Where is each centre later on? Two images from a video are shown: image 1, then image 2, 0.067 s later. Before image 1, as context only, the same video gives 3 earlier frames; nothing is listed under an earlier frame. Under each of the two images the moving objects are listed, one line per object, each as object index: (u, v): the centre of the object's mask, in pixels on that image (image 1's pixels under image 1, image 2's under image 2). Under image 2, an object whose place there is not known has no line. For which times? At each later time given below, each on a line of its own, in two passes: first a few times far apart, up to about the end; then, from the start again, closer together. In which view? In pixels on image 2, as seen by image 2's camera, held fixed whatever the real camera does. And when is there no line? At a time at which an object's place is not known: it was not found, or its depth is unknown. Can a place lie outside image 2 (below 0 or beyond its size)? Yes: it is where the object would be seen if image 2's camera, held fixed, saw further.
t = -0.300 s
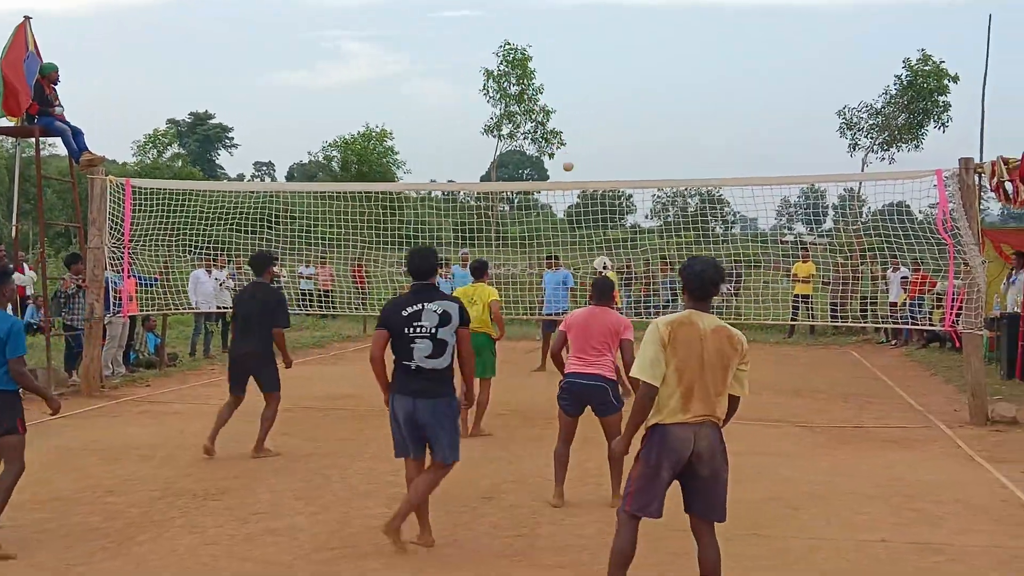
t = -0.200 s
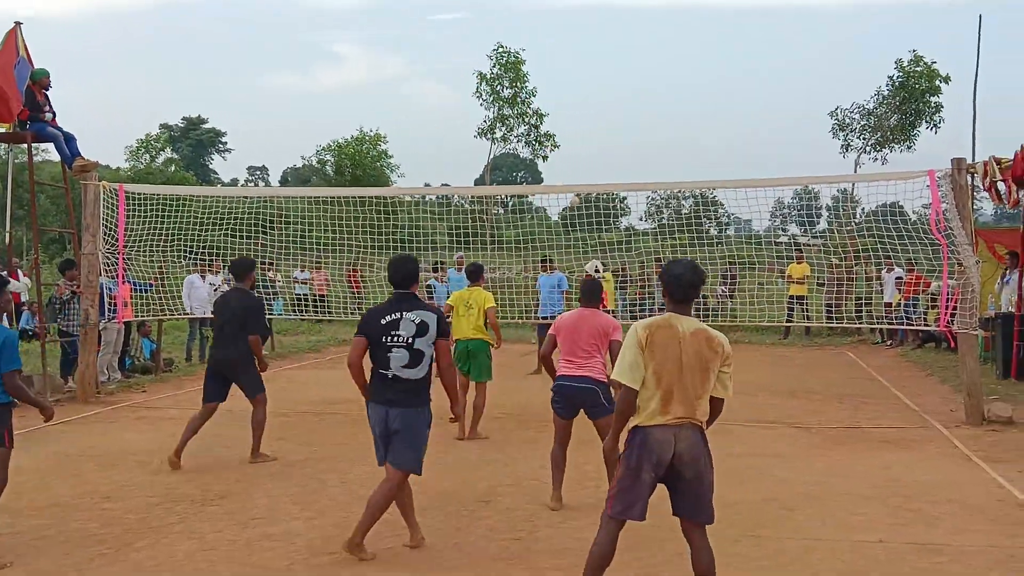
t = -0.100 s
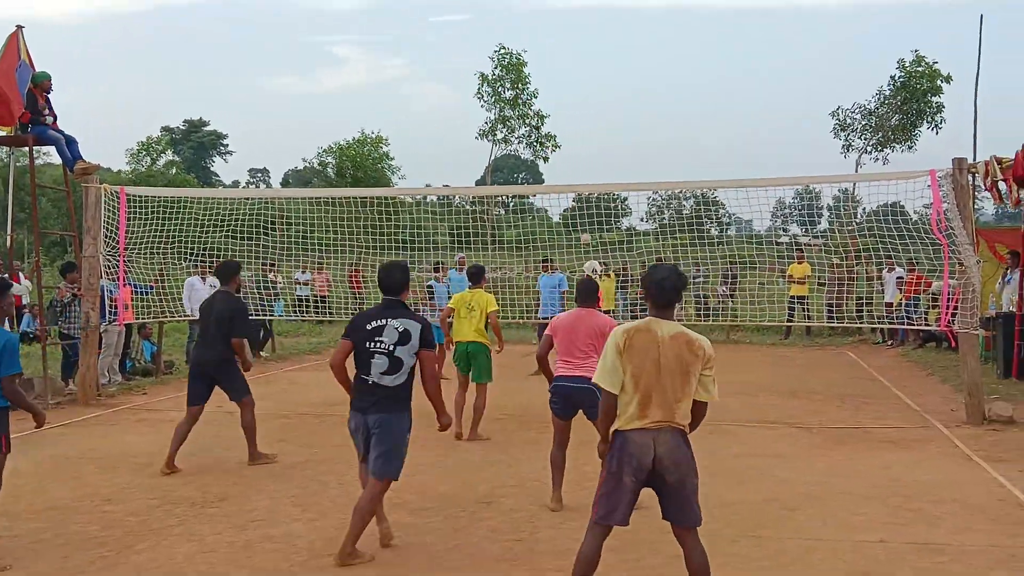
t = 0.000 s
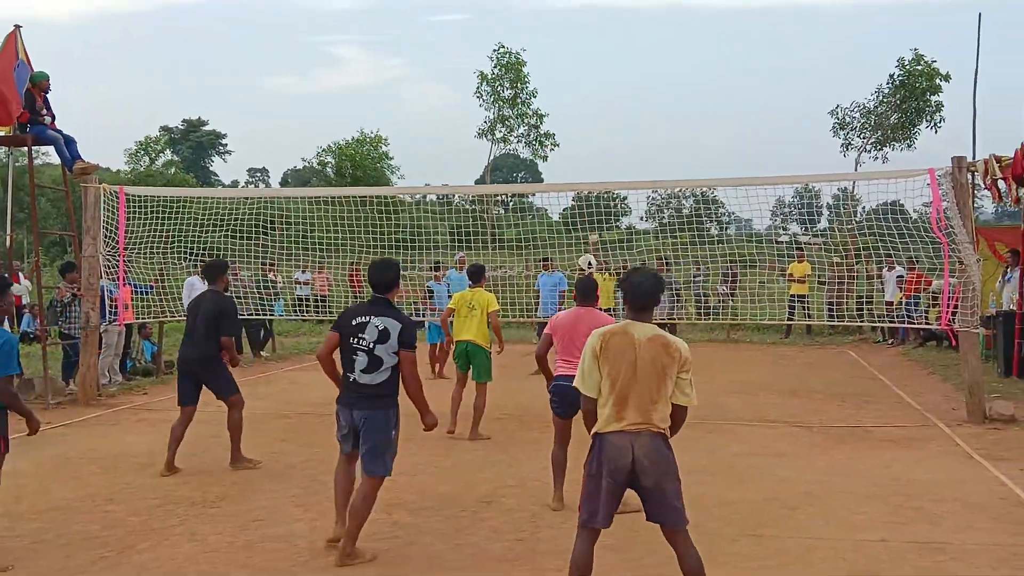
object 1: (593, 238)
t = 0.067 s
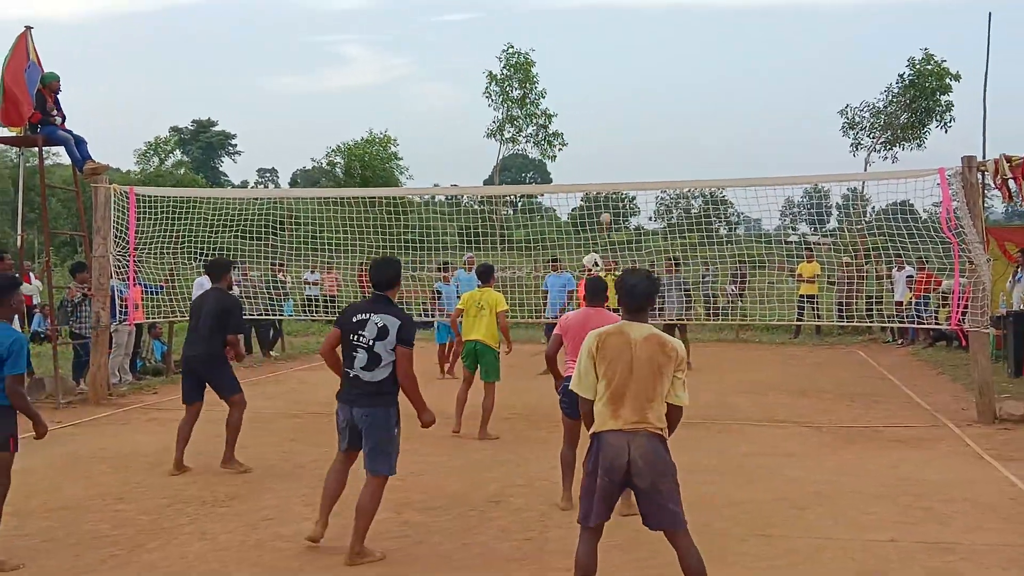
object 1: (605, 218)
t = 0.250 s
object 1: (616, 167)
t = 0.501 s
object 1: (639, 118)
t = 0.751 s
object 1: (674, 116)
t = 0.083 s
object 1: (608, 213)
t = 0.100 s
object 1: (607, 209)
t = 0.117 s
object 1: (607, 204)
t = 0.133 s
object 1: (609, 198)
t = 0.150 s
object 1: (611, 195)
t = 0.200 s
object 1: (613, 179)
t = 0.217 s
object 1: (614, 176)
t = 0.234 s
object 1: (615, 172)
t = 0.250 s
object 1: (616, 167)
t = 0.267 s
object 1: (618, 163)
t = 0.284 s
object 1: (619, 159)
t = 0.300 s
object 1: (620, 155)
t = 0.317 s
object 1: (621, 151)
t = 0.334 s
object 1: (622, 147)
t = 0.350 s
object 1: (624, 144)
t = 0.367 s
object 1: (625, 140)
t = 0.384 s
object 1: (627, 137)
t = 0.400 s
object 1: (628, 134)
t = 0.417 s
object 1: (630, 131)
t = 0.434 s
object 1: (632, 128)
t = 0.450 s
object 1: (634, 125)
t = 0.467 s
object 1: (636, 123)
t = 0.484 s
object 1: (638, 120)
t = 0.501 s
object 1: (639, 118)
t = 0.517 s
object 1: (641, 117)
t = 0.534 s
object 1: (643, 115)
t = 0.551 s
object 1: (645, 113)
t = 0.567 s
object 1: (647, 112)
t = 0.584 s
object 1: (649, 112)
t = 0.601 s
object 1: (651, 111)
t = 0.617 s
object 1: (653, 110)
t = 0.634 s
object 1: (655, 110)
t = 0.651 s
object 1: (658, 110)
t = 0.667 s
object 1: (660, 110)
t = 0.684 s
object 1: (663, 111)
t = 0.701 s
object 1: (666, 112)
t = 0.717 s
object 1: (668, 113)
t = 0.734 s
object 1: (671, 114)
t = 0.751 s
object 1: (674, 116)
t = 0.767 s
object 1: (677, 119)
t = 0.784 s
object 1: (681, 121)
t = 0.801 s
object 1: (684, 125)
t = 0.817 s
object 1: (688, 128)
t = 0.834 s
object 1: (692, 133)
